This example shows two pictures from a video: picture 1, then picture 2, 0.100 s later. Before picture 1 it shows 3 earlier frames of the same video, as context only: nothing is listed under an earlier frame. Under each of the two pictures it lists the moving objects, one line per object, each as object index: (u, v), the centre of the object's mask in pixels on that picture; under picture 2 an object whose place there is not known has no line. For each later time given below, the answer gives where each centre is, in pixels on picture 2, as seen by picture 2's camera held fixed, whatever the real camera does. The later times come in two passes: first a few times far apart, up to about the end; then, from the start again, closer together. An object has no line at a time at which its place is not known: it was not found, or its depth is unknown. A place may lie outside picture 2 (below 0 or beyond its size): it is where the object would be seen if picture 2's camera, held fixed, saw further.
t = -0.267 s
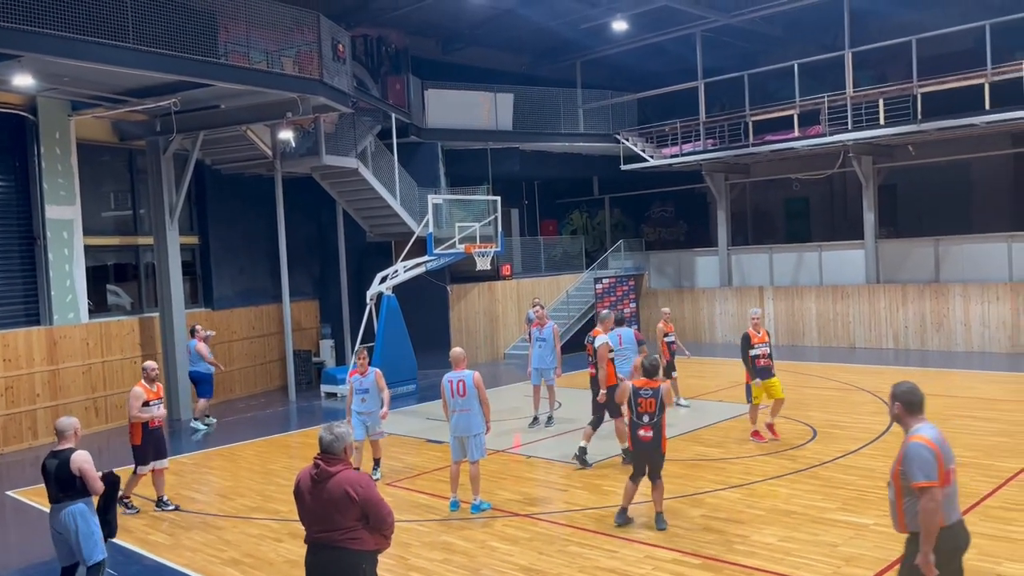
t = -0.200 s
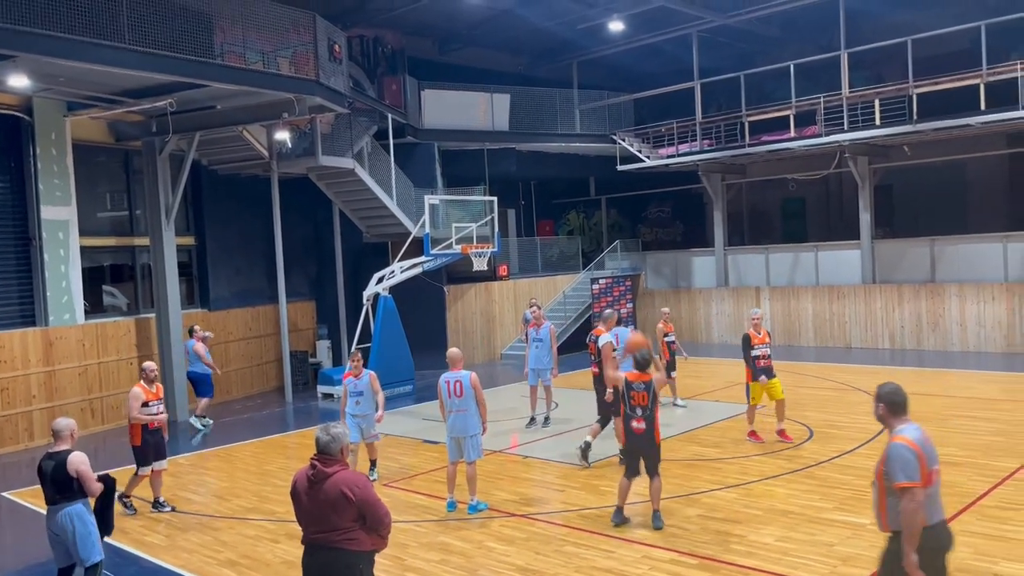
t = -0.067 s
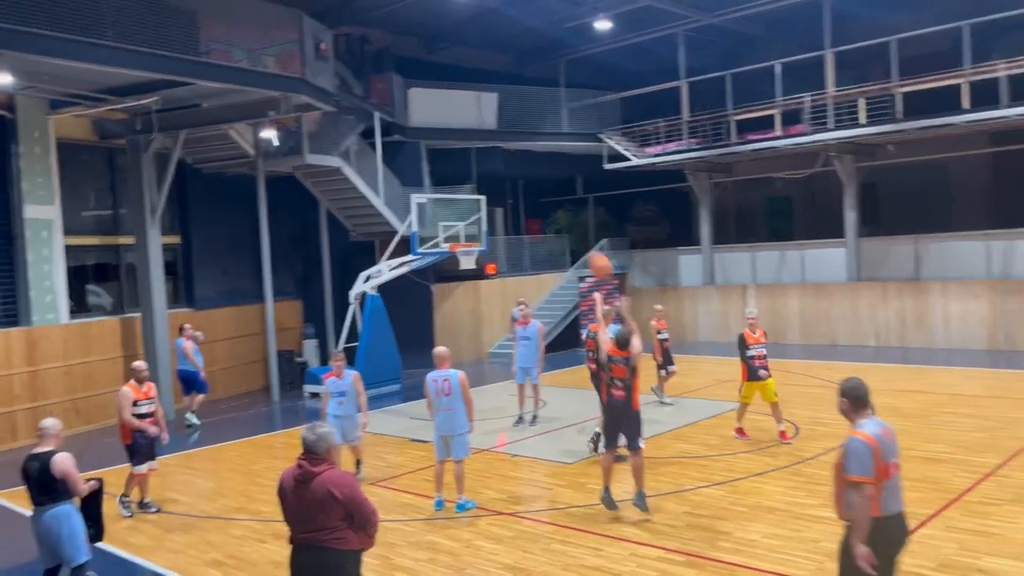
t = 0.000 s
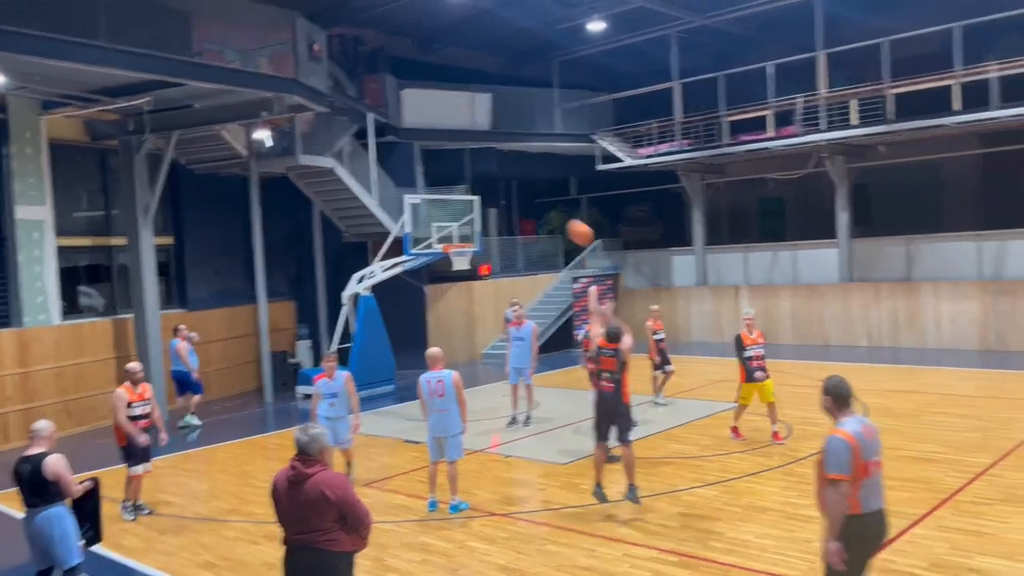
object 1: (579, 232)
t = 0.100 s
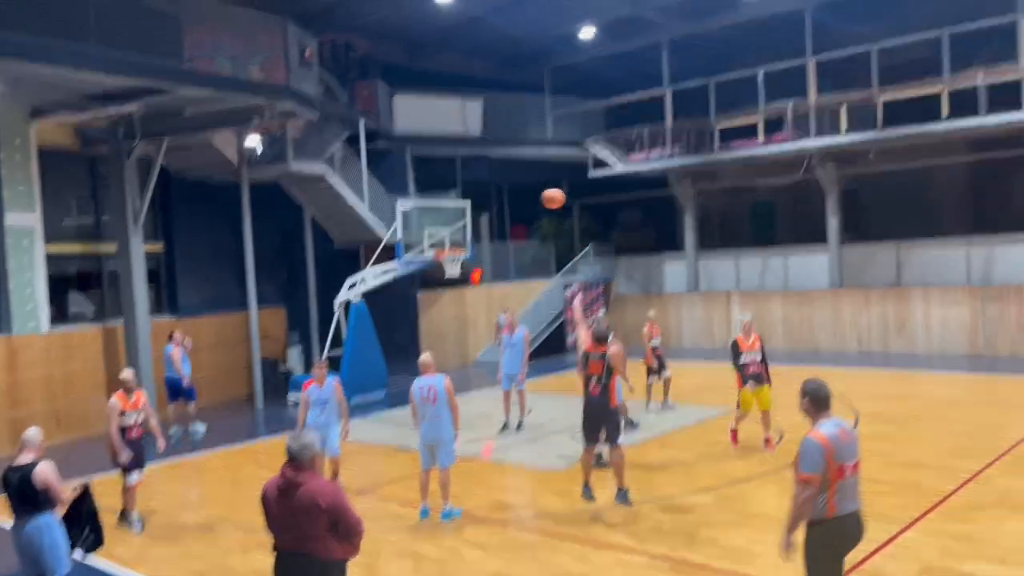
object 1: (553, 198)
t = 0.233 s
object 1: (531, 162)
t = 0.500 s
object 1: (497, 136)
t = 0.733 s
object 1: (475, 153)
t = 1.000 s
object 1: (457, 205)
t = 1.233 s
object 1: (451, 269)
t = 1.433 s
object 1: (463, 309)
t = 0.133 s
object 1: (547, 187)
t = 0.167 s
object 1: (542, 178)
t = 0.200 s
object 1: (536, 170)
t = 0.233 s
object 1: (531, 162)
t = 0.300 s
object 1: (521, 150)
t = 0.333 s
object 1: (517, 146)
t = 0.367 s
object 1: (513, 142)
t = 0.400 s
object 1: (508, 139)
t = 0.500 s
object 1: (497, 136)
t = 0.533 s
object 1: (494, 137)
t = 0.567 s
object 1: (490, 138)
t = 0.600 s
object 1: (487, 140)
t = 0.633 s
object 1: (484, 142)
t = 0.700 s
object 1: (478, 149)
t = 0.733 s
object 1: (475, 153)
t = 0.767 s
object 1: (473, 158)
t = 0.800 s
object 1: (470, 163)
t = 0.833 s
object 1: (468, 169)
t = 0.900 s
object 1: (463, 182)
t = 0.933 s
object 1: (461, 189)
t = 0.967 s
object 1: (459, 196)
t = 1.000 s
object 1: (457, 205)
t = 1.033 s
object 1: (455, 214)
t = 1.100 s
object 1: (452, 231)
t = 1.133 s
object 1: (450, 242)
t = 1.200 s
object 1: (450, 260)
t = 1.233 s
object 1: (451, 269)
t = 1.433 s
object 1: (463, 309)
